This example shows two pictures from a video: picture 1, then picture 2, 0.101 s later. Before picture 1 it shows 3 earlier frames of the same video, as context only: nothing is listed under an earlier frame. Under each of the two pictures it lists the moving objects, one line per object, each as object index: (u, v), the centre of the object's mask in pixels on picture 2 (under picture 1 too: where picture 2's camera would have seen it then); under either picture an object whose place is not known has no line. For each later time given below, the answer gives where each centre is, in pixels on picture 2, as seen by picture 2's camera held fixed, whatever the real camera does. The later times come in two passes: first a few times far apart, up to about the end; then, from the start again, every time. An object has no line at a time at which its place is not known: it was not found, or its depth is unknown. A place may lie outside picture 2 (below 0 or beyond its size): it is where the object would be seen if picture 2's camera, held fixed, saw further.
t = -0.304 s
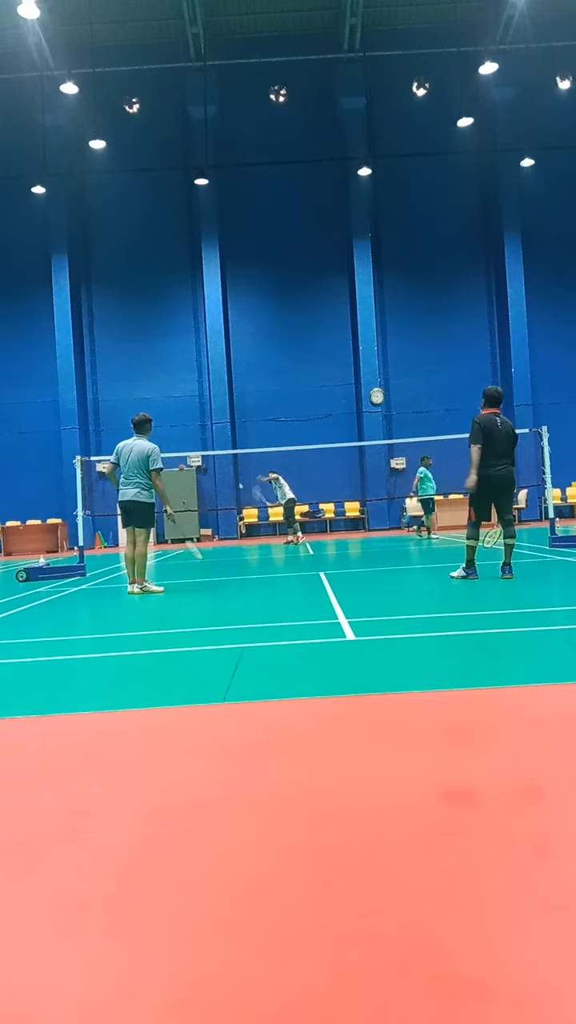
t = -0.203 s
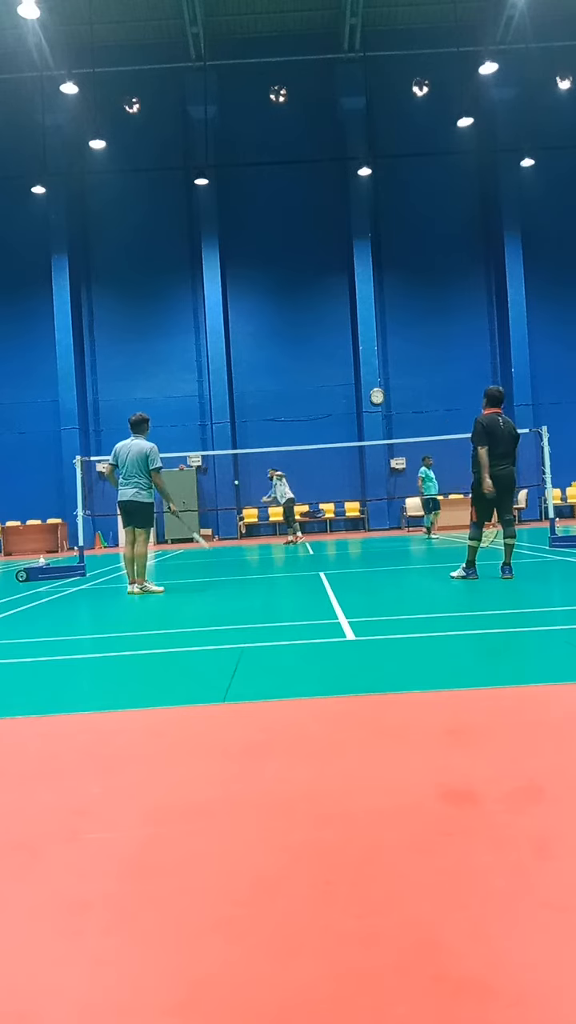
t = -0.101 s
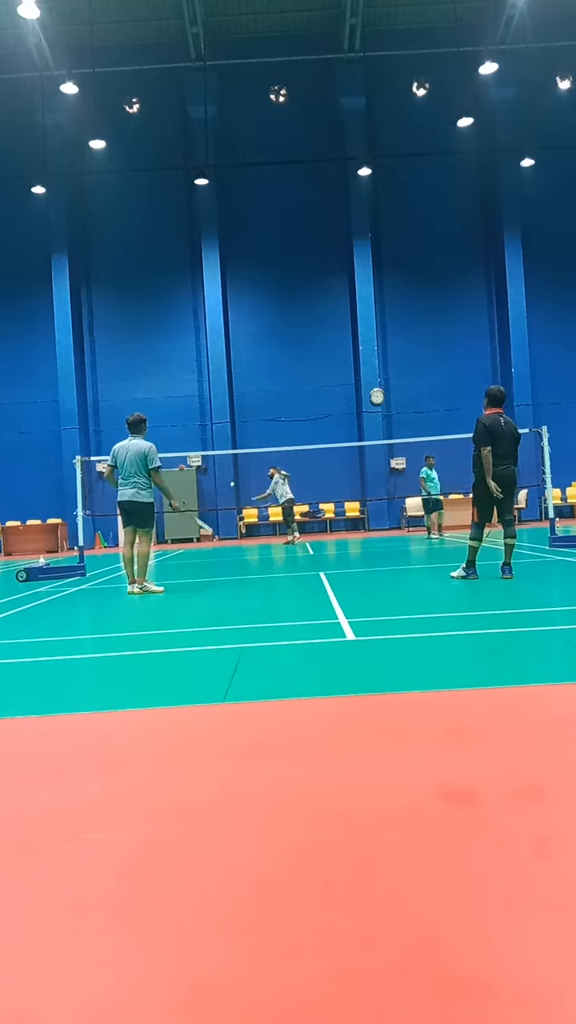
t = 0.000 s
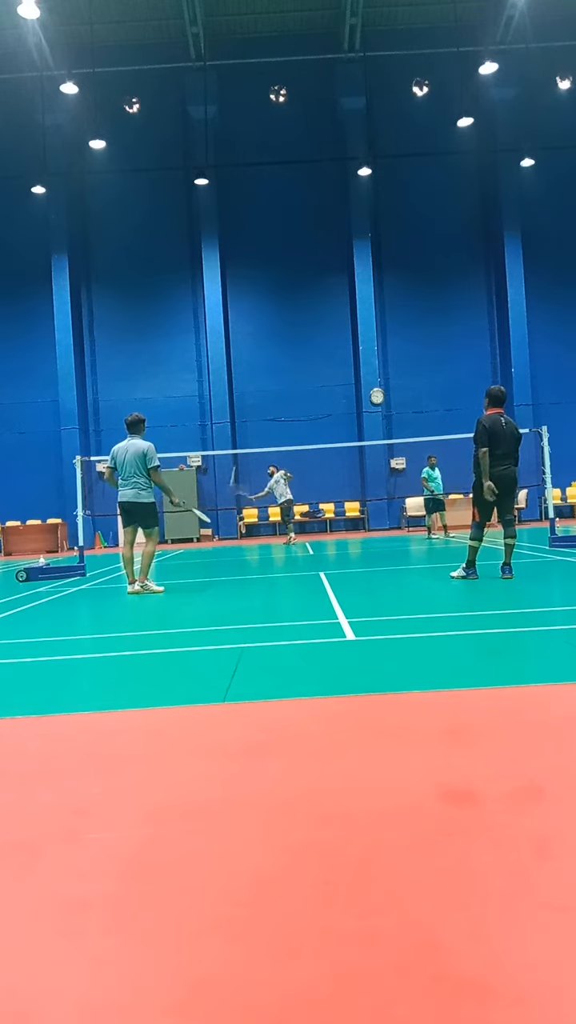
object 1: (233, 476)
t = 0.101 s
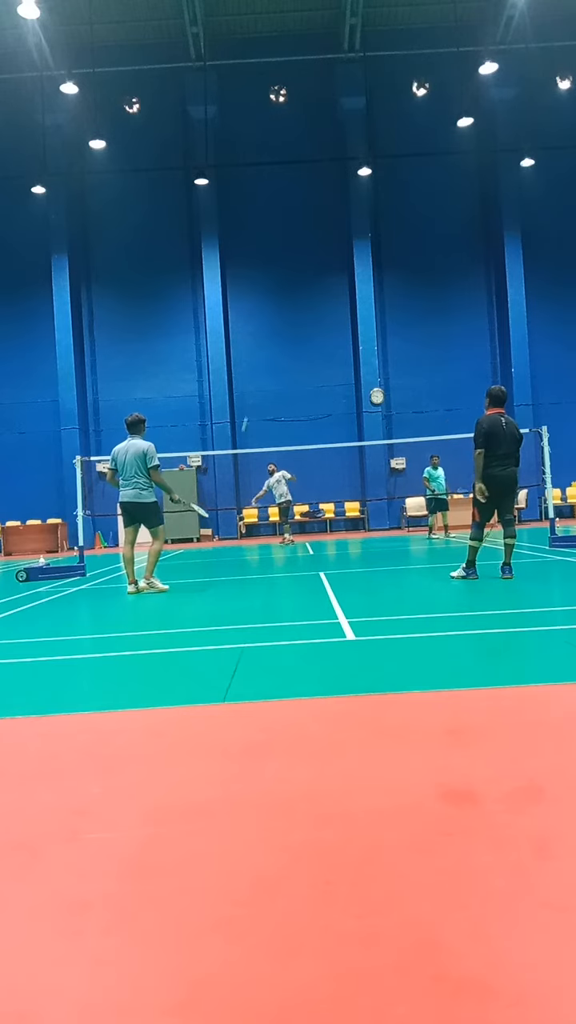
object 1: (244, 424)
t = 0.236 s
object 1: (258, 376)
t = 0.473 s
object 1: (279, 328)
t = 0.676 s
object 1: (297, 322)
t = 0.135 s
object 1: (248, 410)
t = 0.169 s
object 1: (251, 398)
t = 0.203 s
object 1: (254, 386)
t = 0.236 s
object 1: (258, 376)
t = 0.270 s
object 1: (261, 366)
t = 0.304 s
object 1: (264, 358)
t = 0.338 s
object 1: (267, 350)
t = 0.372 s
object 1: (270, 344)
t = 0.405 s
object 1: (273, 337)
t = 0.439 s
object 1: (276, 333)
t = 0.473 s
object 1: (279, 328)
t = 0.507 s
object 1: (282, 325)
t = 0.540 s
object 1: (285, 323)
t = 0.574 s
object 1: (288, 320)
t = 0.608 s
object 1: (291, 320)
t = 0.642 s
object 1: (294, 320)
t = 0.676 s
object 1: (297, 322)
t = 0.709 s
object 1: (300, 324)
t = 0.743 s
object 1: (303, 327)
